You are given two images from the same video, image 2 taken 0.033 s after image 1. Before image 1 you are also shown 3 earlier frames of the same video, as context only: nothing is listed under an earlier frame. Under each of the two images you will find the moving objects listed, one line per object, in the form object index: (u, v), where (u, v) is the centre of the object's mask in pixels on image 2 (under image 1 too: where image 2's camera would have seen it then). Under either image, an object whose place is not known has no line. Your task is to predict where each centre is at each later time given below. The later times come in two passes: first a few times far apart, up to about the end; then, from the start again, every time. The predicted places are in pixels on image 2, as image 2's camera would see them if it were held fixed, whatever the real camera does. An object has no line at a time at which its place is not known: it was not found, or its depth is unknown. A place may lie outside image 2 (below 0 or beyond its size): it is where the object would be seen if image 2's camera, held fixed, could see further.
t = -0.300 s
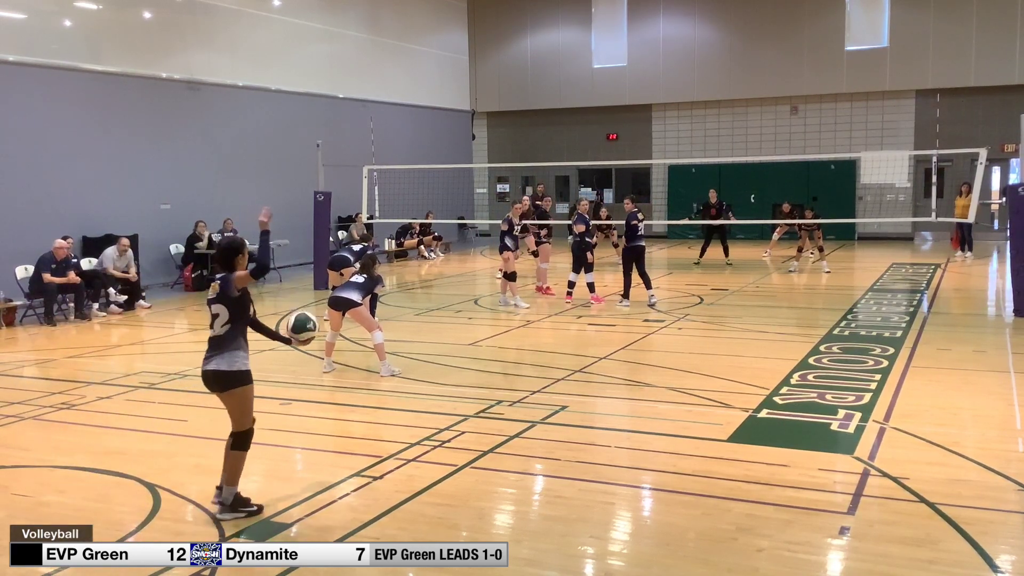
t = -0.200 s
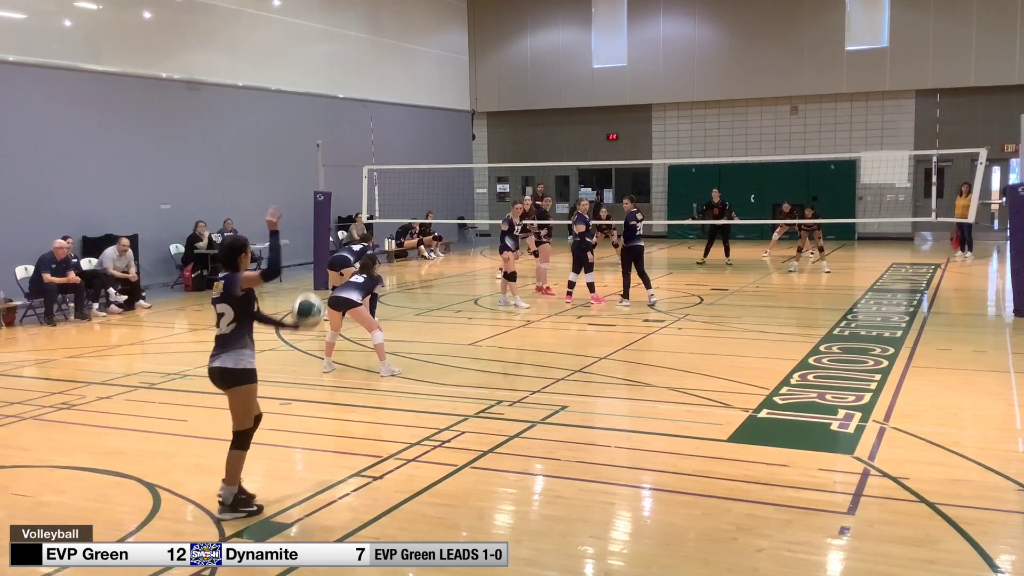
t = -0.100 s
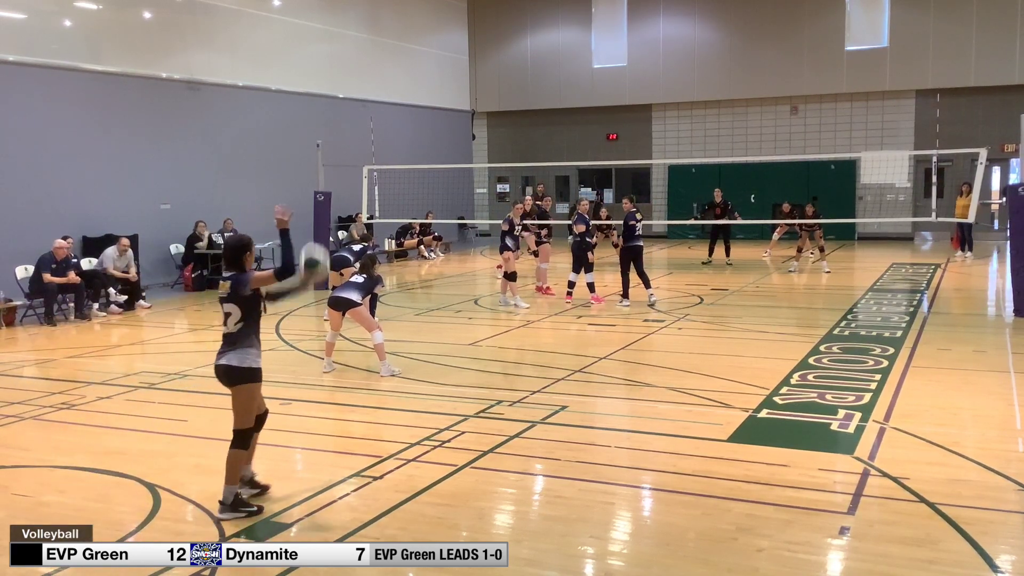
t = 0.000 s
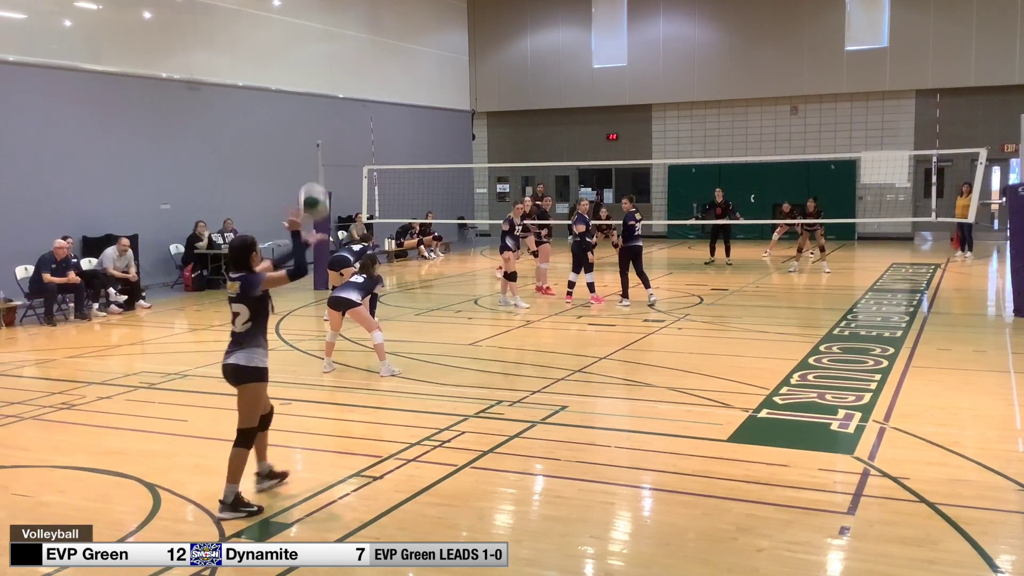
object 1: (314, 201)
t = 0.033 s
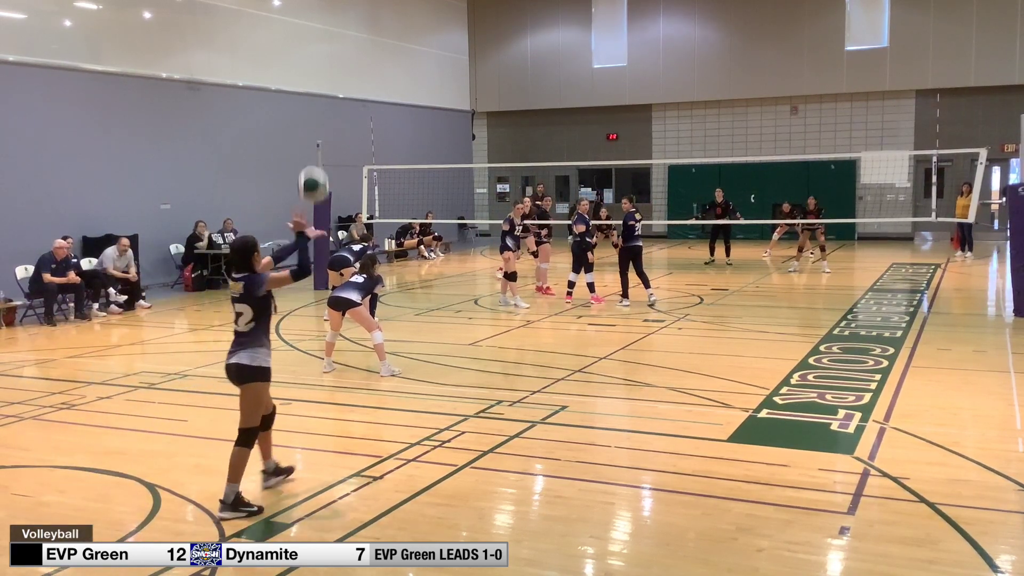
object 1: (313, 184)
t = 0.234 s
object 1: (312, 116)
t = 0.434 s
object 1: (313, 104)
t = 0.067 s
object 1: (313, 169)
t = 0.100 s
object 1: (312, 154)
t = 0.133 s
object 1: (313, 143)
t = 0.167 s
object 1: (312, 133)
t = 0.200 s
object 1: (312, 123)
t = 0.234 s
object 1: (312, 116)
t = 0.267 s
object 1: (312, 109)
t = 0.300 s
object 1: (312, 105)
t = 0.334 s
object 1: (312, 103)
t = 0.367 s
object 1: (312, 101)
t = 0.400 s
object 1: (313, 102)
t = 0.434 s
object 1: (313, 104)
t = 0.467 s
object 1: (314, 108)
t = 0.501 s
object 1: (314, 113)
